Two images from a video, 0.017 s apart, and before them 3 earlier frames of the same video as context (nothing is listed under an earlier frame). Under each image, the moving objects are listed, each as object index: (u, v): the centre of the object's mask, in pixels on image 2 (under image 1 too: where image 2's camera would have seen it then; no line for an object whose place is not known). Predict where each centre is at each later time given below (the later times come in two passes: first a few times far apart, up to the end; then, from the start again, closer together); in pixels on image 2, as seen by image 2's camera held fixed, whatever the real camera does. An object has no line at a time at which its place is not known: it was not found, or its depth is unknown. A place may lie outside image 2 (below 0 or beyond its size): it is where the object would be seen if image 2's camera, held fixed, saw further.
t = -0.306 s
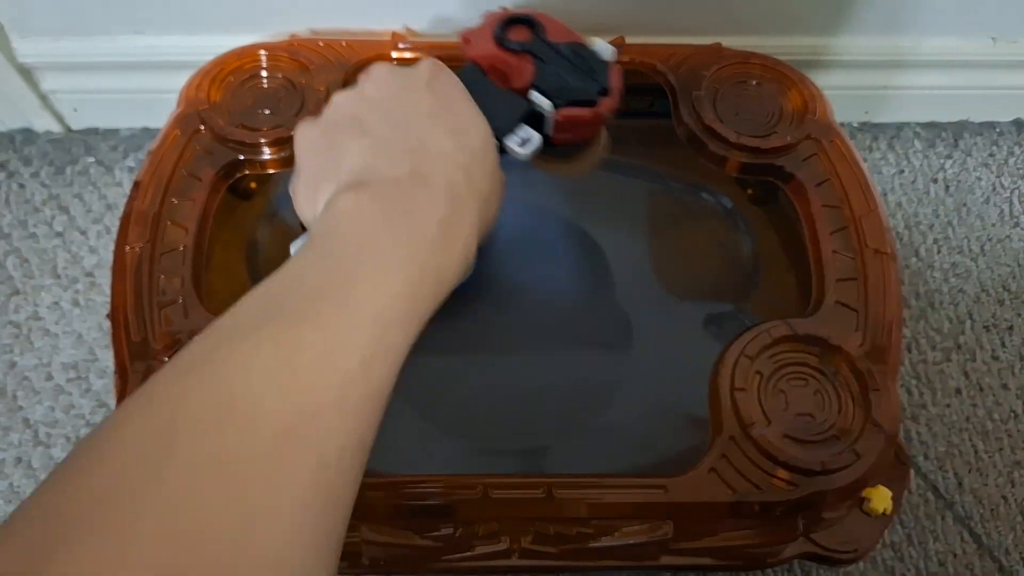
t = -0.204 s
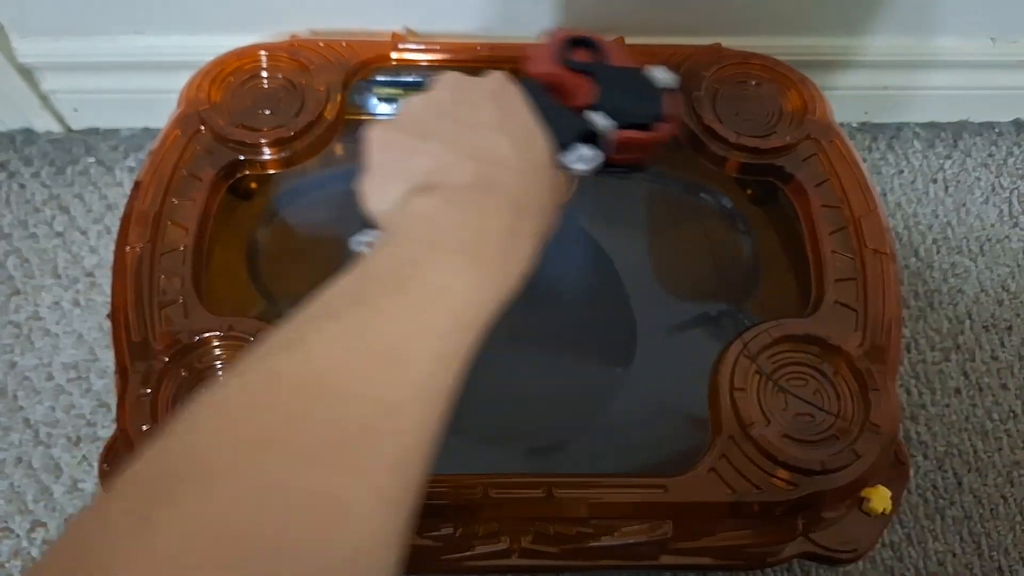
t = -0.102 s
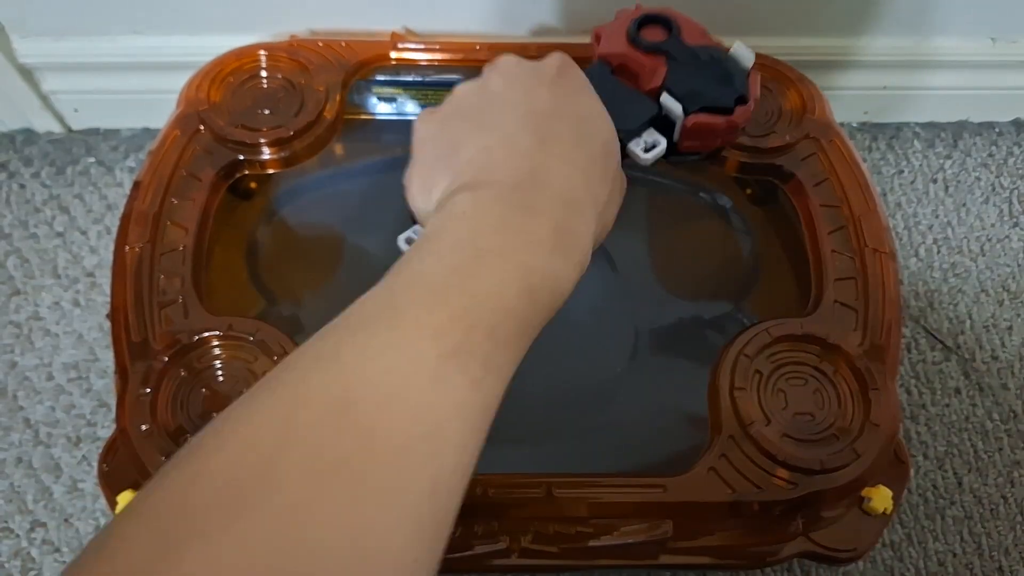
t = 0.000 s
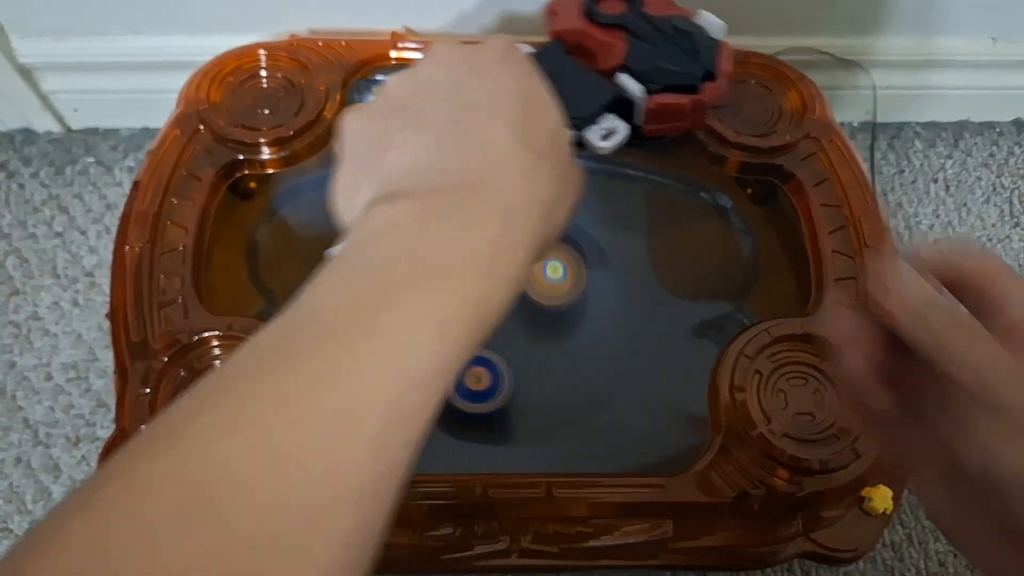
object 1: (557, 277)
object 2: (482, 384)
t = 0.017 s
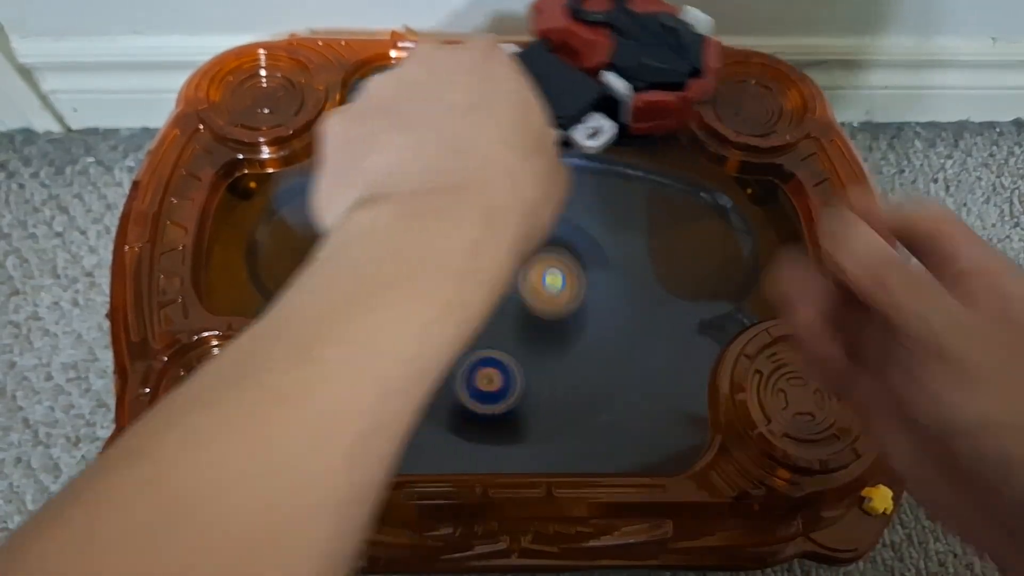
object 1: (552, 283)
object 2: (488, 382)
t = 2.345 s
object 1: (549, 314)
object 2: (452, 317)
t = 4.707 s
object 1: (570, 324)
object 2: (453, 294)
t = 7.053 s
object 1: (547, 340)
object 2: (447, 295)
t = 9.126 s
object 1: (561, 358)
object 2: (502, 299)
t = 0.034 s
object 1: (550, 293)
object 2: (501, 383)
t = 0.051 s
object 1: (548, 307)
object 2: (512, 382)
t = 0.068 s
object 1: (547, 316)
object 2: (522, 382)
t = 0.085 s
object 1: (553, 316)
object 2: (522, 389)
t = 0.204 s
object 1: (600, 280)
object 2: (519, 424)
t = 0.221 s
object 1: (604, 272)
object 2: (521, 424)
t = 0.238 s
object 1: (607, 267)
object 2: (523, 422)
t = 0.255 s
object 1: (610, 261)
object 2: (526, 420)
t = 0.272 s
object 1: (611, 256)
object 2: (529, 417)
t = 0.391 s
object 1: (617, 226)
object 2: (552, 377)
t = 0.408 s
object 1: (617, 224)
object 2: (555, 370)
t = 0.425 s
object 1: (618, 223)
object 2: (556, 363)
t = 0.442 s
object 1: (618, 222)
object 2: (557, 356)
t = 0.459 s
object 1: (618, 221)
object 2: (556, 349)
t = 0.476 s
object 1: (618, 220)
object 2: (554, 343)
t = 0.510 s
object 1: (617, 221)
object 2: (547, 332)
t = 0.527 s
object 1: (616, 221)
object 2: (543, 326)
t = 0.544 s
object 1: (615, 222)
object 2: (538, 322)
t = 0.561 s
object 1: (614, 224)
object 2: (532, 317)
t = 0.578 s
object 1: (612, 225)
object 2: (526, 314)
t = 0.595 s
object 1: (611, 228)
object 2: (520, 310)
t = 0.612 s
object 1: (610, 230)
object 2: (513, 307)
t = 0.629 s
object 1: (609, 232)
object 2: (506, 305)
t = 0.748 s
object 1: (603, 257)
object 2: (459, 296)
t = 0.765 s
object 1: (600, 262)
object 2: (453, 295)
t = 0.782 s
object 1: (596, 267)
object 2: (446, 295)
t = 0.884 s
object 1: (571, 294)
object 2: (409, 300)
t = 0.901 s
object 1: (566, 299)
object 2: (405, 302)
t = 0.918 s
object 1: (562, 303)
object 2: (400, 305)
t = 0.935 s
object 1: (558, 308)
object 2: (397, 307)
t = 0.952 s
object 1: (555, 313)
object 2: (393, 310)
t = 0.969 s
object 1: (552, 318)
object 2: (389, 313)
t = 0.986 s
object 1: (548, 323)
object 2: (386, 318)
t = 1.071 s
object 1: (537, 346)
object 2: (375, 337)
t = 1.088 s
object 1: (535, 350)
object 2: (374, 339)
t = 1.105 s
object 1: (534, 355)
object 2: (373, 339)
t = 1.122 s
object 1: (534, 358)
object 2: (372, 339)
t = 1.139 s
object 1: (533, 361)
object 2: (370, 338)
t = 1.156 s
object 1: (533, 364)
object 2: (369, 336)
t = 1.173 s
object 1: (534, 367)
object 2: (368, 334)
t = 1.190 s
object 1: (534, 369)
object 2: (367, 332)
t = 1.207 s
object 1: (534, 370)
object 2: (366, 329)
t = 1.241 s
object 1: (536, 372)
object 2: (363, 325)
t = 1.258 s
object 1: (537, 372)
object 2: (362, 325)
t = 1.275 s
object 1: (539, 372)
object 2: (362, 324)
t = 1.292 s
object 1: (540, 371)
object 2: (362, 323)
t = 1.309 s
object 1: (541, 370)
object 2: (362, 323)
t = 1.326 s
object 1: (543, 369)
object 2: (362, 323)
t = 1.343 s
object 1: (544, 367)
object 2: (363, 323)
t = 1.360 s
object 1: (546, 365)
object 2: (365, 323)
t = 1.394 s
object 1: (548, 361)
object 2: (368, 323)
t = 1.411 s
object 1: (549, 359)
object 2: (371, 323)
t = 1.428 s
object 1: (549, 356)
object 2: (375, 323)
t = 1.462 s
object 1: (549, 352)
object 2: (383, 324)
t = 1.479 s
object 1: (549, 350)
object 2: (388, 327)
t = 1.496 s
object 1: (548, 348)
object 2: (395, 330)
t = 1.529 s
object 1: (545, 344)
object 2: (410, 336)
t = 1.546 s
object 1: (543, 342)
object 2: (418, 339)
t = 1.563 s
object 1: (541, 341)
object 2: (428, 341)
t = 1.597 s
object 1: (534, 338)
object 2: (446, 344)
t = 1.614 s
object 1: (531, 336)
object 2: (456, 343)
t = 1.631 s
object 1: (534, 335)
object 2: (458, 343)
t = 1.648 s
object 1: (543, 334)
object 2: (456, 340)
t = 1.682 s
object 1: (558, 332)
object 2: (457, 335)
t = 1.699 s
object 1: (564, 331)
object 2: (458, 332)
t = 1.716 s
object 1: (568, 329)
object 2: (461, 330)
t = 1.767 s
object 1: (575, 326)
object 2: (476, 321)
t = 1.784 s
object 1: (575, 325)
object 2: (481, 317)
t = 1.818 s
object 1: (574, 324)
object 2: (490, 308)
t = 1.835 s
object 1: (573, 323)
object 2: (494, 303)
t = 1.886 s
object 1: (568, 320)
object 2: (503, 288)
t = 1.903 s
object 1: (566, 319)
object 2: (505, 282)
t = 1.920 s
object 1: (564, 317)
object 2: (505, 278)
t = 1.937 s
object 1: (562, 316)
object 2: (506, 272)
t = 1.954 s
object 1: (559, 315)
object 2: (505, 268)
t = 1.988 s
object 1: (555, 313)
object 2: (501, 261)
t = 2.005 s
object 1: (553, 312)
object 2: (499, 257)
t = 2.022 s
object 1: (551, 312)
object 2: (496, 255)
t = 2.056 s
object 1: (547, 310)
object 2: (488, 252)
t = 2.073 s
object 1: (545, 309)
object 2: (484, 251)
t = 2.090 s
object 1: (543, 309)
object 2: (479, 251)
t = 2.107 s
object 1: (541, 308)
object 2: (474, 252)
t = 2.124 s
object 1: (539, 307)
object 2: (469, 254)
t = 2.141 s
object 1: (537, 307)
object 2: (465, 257)
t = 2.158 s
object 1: (535, 306)
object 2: (461, 261)
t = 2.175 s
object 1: (533, 305)
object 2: (458, 267)
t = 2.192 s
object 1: (531, 305)
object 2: (456, 272)
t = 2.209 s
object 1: (530, 304)
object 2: (455, 278)
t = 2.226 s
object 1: (528, 303)
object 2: (456, 285)
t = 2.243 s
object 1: (528, 304)
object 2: (457, 290)
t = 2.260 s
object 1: (533, 305)
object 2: (454, 294)
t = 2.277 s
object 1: (538, 307)
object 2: (451, 298)
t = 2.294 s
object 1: (542, 309)
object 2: (449, 303)
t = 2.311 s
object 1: (545, 311)
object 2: (449, 307)
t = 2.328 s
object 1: (547, 313)
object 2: (450, 311)
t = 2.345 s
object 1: (549, 314)
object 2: (452, 317)
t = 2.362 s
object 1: (550, 315)
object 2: (454, 322)
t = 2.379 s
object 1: (550, 316)
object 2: (458, 327)
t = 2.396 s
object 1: (550, 317)
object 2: (463, 331)
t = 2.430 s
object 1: (548, 318)
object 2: (474, 338)
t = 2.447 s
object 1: (548, 319)
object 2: (479, 340)
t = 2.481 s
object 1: (553, 316)
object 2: (483, 345)
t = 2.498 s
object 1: (556, 314)
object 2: (487, 347)
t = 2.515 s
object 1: (559, 312)
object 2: (491, 348)
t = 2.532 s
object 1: (561, 310)
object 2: (496, 349)
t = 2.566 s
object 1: (564, 305)
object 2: (507, 349)
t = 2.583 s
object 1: (565, 303)
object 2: (512, 348)
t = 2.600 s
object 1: (569, 300)
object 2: (513, 349)
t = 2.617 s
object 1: (577, 293)
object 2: (510, 351)
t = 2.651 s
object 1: (588, 279)
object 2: (508, 353)
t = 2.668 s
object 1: (592, 272)
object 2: (507, 354)
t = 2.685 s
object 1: (594, 266)
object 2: (507, 355)
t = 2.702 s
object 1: (597, 261)
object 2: (506, 354)
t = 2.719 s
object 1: (598, 255)
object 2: (505, 354)
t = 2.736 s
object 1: (598, 250)
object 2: (505, 354)
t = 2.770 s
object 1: (596, 243)
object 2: (503, 352)
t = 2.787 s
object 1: (594, 240)
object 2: (502, 351)
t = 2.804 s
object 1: (591, 240)
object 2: (501, 349)
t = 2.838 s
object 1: (585, 241)
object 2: (498, 346)
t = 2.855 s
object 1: (583, 242)
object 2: (496, 343)
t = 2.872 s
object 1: (580, 244)
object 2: (493, 341)
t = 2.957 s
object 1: (562, 260)
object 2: (477, 330)
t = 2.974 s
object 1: (559, 264)
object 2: (472, 328)
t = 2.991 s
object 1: (556, 267)
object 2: (469, 328)
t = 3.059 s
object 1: (545, 281)
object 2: (452, 325)
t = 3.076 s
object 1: (542, 284)
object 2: (448, 325)
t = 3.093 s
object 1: (540, 287)
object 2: (446, 326)
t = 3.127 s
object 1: (537, 293)
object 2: (438, 328)
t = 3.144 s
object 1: (535, 296)
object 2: (437, 329)
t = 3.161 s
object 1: (534, 301)
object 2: (435, 330)
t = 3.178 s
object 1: (533, 305)
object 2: (434, 332)
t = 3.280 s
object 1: (533, 332)
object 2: (446, 337)
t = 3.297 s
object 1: (534, 337)
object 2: (450, 337)
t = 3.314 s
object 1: (535, 342)
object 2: (454, 335)
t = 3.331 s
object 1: (536, 346)
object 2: (458, 334)
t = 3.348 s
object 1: (538, 350)
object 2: (462, 332)
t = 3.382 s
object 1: (543, 358)
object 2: (469, 326)
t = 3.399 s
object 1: (546, 361)
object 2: (472, 323)
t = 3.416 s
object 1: (549, 363)
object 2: (474, 319)
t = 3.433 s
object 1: (551, 366)
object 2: (477, 315)
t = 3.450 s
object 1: (554, 367)
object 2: (479, 311)
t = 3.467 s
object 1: (557, 369)
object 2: (480, 307)
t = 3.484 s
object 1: (559, 369)
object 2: (482, 302)
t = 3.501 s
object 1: (561, 369)
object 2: (483, 298)
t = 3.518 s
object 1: (563, 368)
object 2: (483, 294)
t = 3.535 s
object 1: (563, 367)
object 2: (483, 290)
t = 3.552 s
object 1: (564, 366)
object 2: (482, 286)
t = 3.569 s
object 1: (564, 364)
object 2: (482, 283)
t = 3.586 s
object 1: (564, 362)
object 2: (480, 280)
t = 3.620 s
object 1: (563, 357)
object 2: (476, 275)
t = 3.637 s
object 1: (562, 355)
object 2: (473, 272)
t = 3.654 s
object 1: (561, 352)
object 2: (469, 271)
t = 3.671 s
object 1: (560, 351)
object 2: (467, 270)
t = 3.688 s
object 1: (560, 348)
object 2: (463, 269)
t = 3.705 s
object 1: (559, 346)
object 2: (459, 270)
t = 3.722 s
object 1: (557, 344)
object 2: (456, 271)
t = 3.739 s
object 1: (556, 342)
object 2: (453, 273)
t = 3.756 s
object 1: (554, 340)
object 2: (451, 277)
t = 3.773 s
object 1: (553, 338)
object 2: (450, 280)
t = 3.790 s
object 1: (551, 336)
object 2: (449, 284)
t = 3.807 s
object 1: (549, 334)
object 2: (450, 288)
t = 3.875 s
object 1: (536, 325)
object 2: (463, 304)
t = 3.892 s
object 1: (535, 324)
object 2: (465, 306)
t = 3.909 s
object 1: (540, 325)
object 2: (461, 305)
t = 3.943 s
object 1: (548, 328)
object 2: (456, 304)
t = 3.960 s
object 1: (551, 330)
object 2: (456, 305)
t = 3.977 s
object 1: (553, 331)
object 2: (454, 305)
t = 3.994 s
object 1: (553, 331)
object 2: (453, 306)
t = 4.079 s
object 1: (551, 329)
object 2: (456, 311)
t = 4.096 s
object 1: (550, 328)
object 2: (458, 312)
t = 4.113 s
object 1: (549, 327)
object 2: (460, 312)
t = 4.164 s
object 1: (545, 324)
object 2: (467, 314)
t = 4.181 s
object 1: (544, 323)
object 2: (470, 314)
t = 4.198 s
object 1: (543, 322)
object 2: (473, 313)
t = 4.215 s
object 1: (545, 322)
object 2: (474, 313)
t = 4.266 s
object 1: (555, 322)
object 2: (479, 307)
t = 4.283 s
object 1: (558, 321)
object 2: (481, 305)
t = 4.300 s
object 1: (559, 320)
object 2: (482, 303)
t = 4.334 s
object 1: (559, 320)
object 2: (485, 297)
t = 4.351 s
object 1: (559, 319)
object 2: (486, 294)
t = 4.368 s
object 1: (559, 318)
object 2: (486, 291)
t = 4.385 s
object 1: (558, 317)
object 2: (487, 289)
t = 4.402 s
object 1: (556, 317)
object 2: (486, 286)
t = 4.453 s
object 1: (553, 315)
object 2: (483, 281)
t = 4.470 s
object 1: (551, 314)
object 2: (482, 280)
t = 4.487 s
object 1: (550, 314)
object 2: (479, 280)
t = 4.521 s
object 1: (547, 312)
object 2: (476, 281)
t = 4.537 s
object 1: (546, 312)
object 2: (474, 283)
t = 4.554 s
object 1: (545, 311)
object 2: (474, 284)
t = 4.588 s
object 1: (542, 310)
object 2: (474, 289)
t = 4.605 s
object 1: (542, 310)
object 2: (474, 290)
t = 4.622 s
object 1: (548, 313)
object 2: (470, 290)
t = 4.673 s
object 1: (565, 321)
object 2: (459, 290)
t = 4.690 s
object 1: (568, 323)
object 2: (455, 291)
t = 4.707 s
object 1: (570, 324)
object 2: (453, 294)
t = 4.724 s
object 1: (572, 326)
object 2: (450, 296)
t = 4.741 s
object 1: (573, 326)
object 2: (450, 299)
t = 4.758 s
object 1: (573, 327)
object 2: (449, 301)
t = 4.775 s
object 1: (573, 327)
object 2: (449, 305)
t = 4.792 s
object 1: (572, 327)
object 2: (450, 307)
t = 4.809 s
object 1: (571, 326)
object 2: (453, 311)
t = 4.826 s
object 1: (570, 325)
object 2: (455, 314)
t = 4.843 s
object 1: (568, 324)
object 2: (458, 317)
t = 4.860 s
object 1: (566, 324)
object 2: (462, 318)
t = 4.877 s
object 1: (564, 322)
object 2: (466, 321)
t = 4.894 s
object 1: (562, 321)
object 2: (471, 322)
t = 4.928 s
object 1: (558, 319)
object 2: (481, 322)
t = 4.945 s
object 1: (556, 318)
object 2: (484, 322)
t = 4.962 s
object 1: (561, 318)
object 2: (482, 321)
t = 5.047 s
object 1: (594, 320)
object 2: (463, 315)
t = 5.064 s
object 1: (596, 320)
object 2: (461, 314)
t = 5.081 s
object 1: (596, 320)
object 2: (458, 314)
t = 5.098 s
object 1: (596, 320)
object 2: (456, 314)
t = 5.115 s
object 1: (596, 320)
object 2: (454, 315)
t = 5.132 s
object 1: (594, 320)
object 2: (451, 316)
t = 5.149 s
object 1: (593, 320)
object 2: (450, 316)
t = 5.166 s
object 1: (591, 319)
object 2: (449, 317)
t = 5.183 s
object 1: (589, 318)
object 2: (448, 318)
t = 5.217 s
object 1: (586, 318)
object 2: (449, 321)
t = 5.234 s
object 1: (584, 317)
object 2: (449, 322)
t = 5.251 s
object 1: (582, 317)
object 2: (451, 323)
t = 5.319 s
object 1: (573, 316)
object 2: (461, 324)
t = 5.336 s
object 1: (570, 315)
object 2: (464, 324)
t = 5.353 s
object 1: (567, 315)
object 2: (468, 323)
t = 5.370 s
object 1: (563, 316)
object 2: (471, 322)
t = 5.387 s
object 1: (560, 316)
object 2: (475, 320)
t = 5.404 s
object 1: (556, 316)
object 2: (478, 318)
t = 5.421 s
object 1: (552, 317)
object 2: (481, 316)
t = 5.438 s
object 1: (556, 318)
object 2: (476, 312)
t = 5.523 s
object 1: (570, 324)
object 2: (452, 300)
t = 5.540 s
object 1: (569, 325)
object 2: (448, 298)
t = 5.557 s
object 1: (569, 325)
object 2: (445, 297)
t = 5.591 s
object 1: (567, 324)
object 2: (437, 296)
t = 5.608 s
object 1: (566, 324)
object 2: (433, 295)
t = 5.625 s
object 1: (564, 323)
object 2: (430, 296)
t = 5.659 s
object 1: (562, 322)
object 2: (425, 299)
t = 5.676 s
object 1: (560, 321)
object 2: (424, 300)
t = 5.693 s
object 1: (558, 320)
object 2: (423, 303)
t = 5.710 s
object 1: (557, 319)
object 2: (423, 304)
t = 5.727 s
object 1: (555, 319)
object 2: (424, 307)
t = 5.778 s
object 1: (550, 317)
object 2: (432, 313)
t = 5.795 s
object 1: (548, 316)
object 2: (436, 316)
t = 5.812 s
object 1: (546, 315)
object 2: (440, 316)
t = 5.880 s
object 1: (537, 312)
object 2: (460, 316)
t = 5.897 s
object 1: (536, 312)
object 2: (465, 315)
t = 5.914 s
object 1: (537, 313)
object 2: (466, 314)
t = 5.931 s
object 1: (543, 313)
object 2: (465, 312)
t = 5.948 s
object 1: (550, 315)
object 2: (464, 308)
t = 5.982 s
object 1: (561, 316)
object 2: (465, 303)
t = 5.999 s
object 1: (566, 316)
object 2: (467, 302)
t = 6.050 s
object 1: (573, 316)
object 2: (474, 296)
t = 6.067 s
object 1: (574, 315)
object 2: (477, 293)
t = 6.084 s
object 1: (574, 315)
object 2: (479, 291)
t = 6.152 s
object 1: (571, 314)
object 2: (489, 283)
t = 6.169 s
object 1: (570, 314)
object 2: (490, 281)
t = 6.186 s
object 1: (569, 314)
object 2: (493, 280)
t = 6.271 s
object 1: (562, 312)
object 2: (499, 275)
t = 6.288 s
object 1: (561, 311)
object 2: (501, 274)
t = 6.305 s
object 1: (561, 313)
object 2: (501, 274)
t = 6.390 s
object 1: (563, 322)
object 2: (491, 267)
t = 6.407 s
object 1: (563, 323)
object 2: (489, 267)
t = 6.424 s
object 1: (561, 323)
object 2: (487, 268)
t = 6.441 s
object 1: (560, 323)
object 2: (485, 268)
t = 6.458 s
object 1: (558, 323)
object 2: (483, 270)
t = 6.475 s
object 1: (557, 324)
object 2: (482, 273)
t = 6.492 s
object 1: (555, 324)
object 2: (481, 275)
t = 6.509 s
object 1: (553, 325)
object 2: (480, 279)
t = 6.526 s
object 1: (552, 325)
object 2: (481, 282)
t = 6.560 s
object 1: (548, 327)
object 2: (482, 289)
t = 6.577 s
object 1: (545, 328)
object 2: (484, 293)
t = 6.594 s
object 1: (545, 330)
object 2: (485, 294)
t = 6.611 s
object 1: (546, 333)
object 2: (484, 296)
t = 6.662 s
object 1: (545, 337)
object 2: (483, 301)
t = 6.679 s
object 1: (544, 338)
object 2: (484, 302)
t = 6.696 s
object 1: (545, 338)
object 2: (483, 303)
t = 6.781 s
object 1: (543, 340)
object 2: (482, 307)
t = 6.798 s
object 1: (543, 341)
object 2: (482, 307)
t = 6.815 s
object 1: (543, 341)
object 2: (481, 307)
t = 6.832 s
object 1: (543, 341)
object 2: (481, 307)
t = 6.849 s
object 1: (544, 342)
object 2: (480, 306)
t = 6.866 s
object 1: (547, 344)
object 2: (477, 304)
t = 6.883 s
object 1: (549, 346)
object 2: (474, 302)
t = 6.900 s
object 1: (550, 347)
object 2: (471, 300)
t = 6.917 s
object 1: (550, 347)
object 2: (467, 298)
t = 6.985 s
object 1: (549, 345)
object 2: (455, 295)
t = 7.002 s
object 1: (548, 344)
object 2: (453, 294)
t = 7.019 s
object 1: (548, 343)
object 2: (450, 295)
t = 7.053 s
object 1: (547, 340)
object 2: (447, 295)
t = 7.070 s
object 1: (546, 339)
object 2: (445, 296)
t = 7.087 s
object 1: (545, 337)
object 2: (445, 297)
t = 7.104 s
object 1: (544, 335)
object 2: (444, 298)
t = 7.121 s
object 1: (543, 334)
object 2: (444, 299)
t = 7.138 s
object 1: (540, 331)
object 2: (445, 301)
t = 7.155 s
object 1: (538, 329)
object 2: (446, 303)
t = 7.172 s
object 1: (534, 326)
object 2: (448, 304)
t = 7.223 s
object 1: (524, 317)
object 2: (456, 307)
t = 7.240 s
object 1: (522, 315)
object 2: (458, 309)
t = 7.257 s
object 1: (526, 316)
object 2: (457, 308)
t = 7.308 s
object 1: (550, 320)
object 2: (449, 300)
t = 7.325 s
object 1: (557, 320)
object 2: (447, 299)
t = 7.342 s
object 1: (565, 320)
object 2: (448, 298)
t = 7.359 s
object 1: (569, 319)
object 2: (450, 297)
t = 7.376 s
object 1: (575, 319)
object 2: (452, 297)
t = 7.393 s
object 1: (578, 318)
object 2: (456, 297)
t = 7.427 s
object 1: (586, 315)
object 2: (463, 298)
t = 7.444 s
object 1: (589, 312)
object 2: (467, 299)
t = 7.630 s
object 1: (591, 302)
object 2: (510, 306)
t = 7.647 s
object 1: (588, 301)
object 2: (513, 307)
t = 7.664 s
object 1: (588, 301)
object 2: (516, 307)
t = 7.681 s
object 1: (590, 301)
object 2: (515, 307)
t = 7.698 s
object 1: (595, 302)
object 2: (512, 307)
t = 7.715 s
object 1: (596, 303)
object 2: (510, 306)
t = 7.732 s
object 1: (598, 304)
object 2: (509, 307)
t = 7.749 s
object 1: (597, 304)
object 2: (508, 308)
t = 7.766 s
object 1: (596, 305)
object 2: (508, 309)
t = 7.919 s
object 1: (576, 308)
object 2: (506, 322)
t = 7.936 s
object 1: (574, 309)
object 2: (503, 323)
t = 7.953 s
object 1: (572, 311)
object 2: (502, 324)
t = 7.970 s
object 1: (573, 312)
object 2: (498, 324)
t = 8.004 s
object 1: (576, 316)
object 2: (489, 324)
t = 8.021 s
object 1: (576, 318)
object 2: (486, 323)
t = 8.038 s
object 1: (575, 317)
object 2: (484, 324)
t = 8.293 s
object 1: (527, 322)
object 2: (453, 328)
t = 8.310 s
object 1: (522, 322)
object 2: (453, 328)
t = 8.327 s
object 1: (521, 324)
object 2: (452, 328)
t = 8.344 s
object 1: (521, 325)
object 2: (451, 327)
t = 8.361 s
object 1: (523, 327)
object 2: (451, 325)
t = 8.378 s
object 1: (524, 328)
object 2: (451, 323)
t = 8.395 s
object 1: (525, 330)
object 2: (452, 321)
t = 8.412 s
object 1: (525, 330)
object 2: (455, 319)
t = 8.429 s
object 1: (527, 331)
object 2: (455, 316)
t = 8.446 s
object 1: (529, 333)
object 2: (455, 313)
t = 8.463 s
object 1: (533, 334)
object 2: (456, 310)
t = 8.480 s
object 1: (536, 335)
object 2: (457, 307)
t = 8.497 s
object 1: (539, 336)
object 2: (457, 306)
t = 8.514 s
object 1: (541, 337)
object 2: (458, 305)
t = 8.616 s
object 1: (551, 338)
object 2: (467, 295)
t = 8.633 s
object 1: (551, 338)
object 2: (469, 294)
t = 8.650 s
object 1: (551, 337)
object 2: (471, 293)
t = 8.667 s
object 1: (551, 337)
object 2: (473, 292)
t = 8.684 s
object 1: (550, 336)
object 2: (475, 292)
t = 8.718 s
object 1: (551, 335)
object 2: (481, 291)
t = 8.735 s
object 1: (551, 334)
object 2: (483, 290)
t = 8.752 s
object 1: (552, 333)
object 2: (485, 291)
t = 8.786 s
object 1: (552, 332)
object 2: (490, 291)
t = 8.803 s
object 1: (552, 331)
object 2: (492, 292)
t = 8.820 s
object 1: (552, 331)
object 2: (494, 293)
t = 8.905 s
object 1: (556, 340)
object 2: (498, 293)
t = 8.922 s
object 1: (556, 343)
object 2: (499, 293)
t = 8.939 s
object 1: (557, 343)
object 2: (502, 295)
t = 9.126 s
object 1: (561, 358)
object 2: (502, 299)
